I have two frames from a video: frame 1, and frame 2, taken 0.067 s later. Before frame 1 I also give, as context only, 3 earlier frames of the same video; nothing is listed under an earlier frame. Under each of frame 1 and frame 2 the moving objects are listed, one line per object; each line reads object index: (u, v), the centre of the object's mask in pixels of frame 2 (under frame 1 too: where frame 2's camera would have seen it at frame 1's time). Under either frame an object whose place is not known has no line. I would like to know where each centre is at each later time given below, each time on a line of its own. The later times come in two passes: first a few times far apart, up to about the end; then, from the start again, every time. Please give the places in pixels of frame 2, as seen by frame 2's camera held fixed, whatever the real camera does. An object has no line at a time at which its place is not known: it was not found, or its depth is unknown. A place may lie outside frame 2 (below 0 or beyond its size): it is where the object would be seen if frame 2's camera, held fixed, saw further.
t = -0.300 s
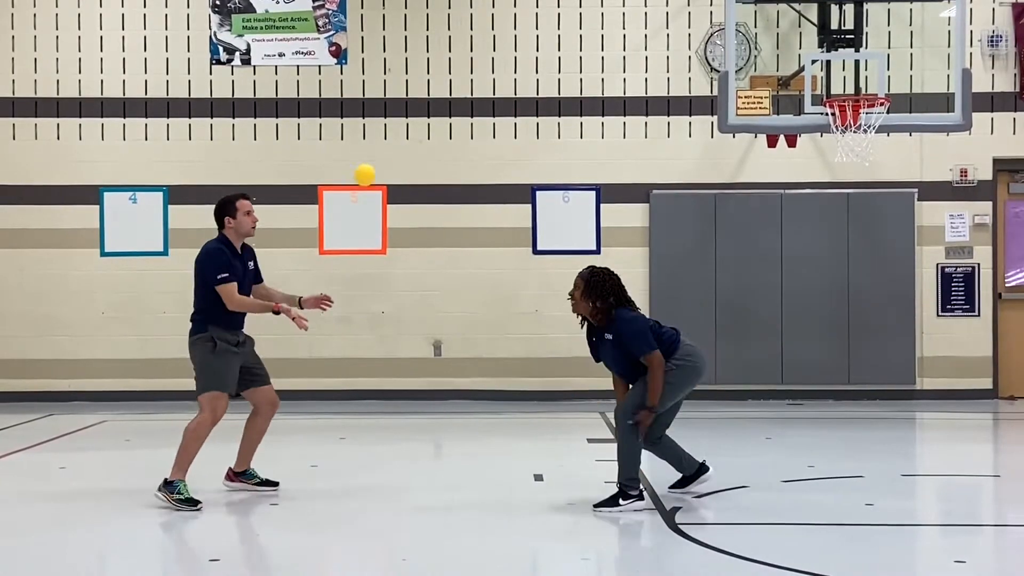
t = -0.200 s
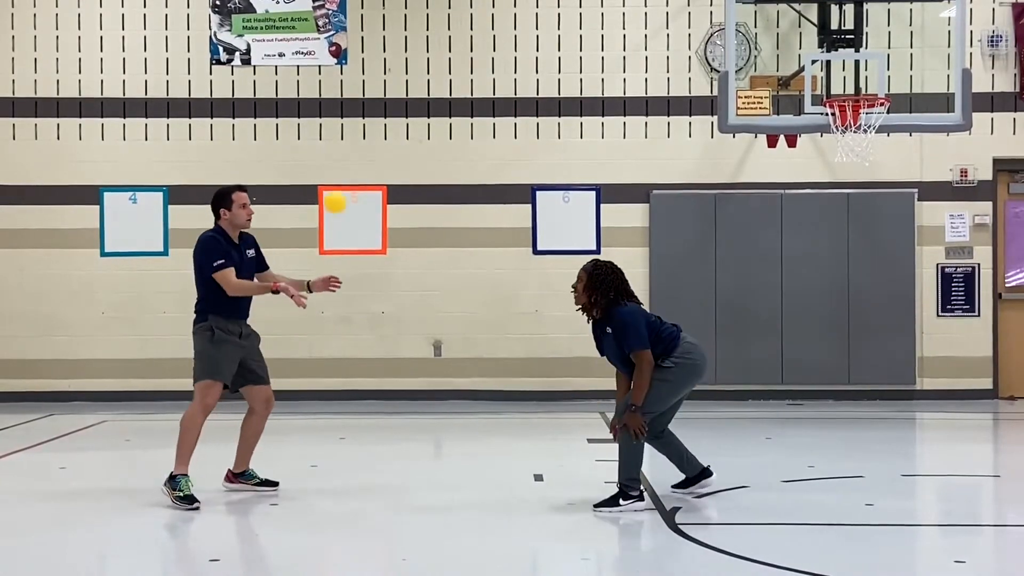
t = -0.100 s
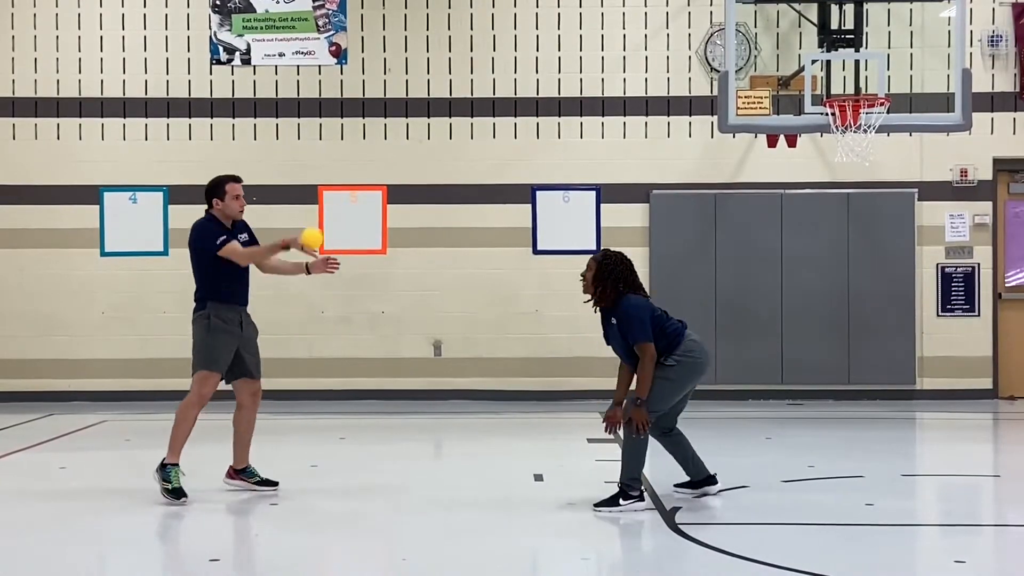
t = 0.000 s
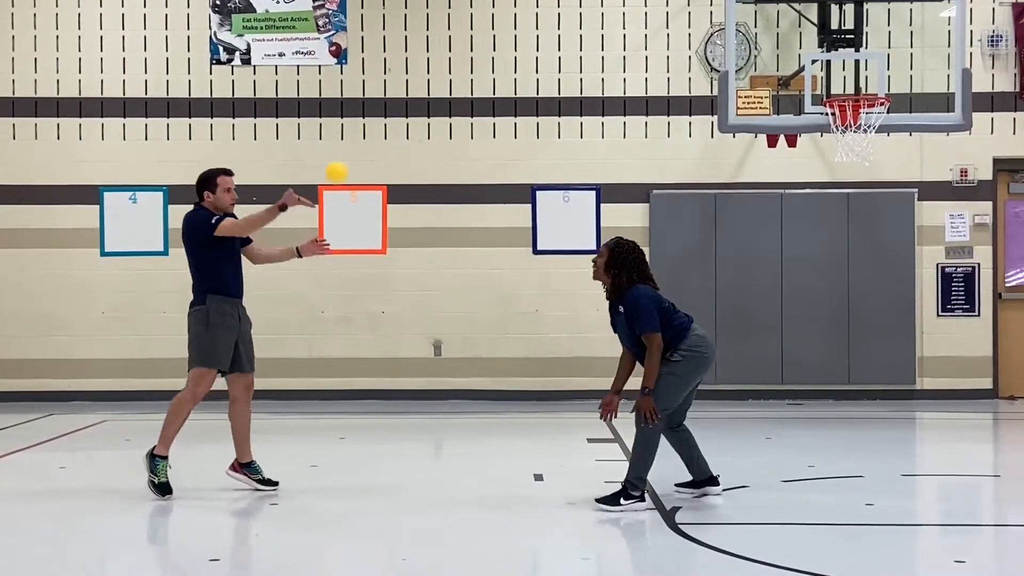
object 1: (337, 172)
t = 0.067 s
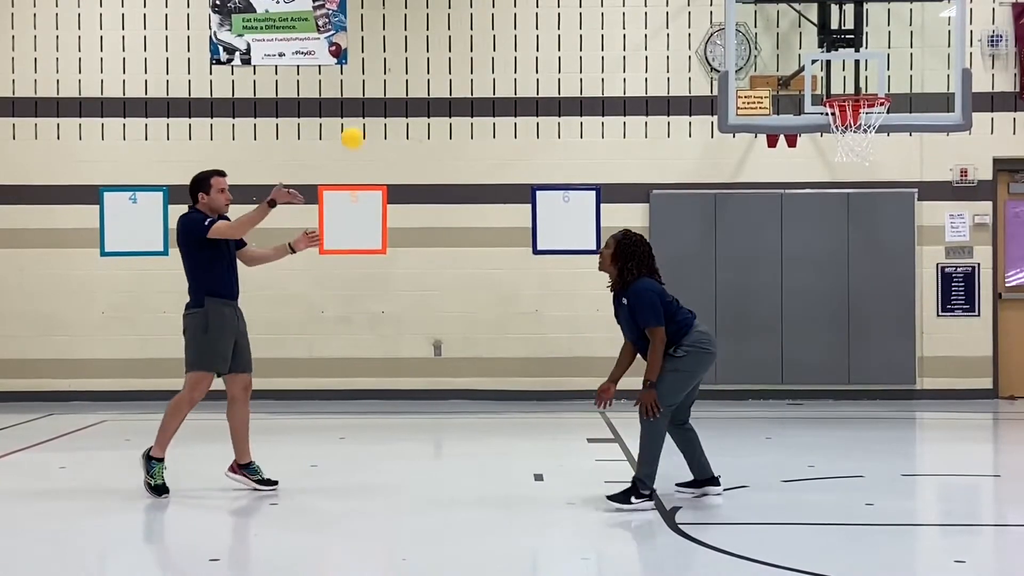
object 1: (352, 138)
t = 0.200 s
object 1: (384, 94)
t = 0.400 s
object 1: (433, 92)
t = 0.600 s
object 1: (479, 164)
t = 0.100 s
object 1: (360, 123)
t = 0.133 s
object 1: (368, 111)
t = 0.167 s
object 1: (376, 102)
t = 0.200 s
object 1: (384, 94)
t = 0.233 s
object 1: (392, 88)
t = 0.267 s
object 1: (401, 84)
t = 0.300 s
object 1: (409, 83)
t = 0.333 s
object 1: (417, 84)
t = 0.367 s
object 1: (425, 87)
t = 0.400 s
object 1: (433, 92)
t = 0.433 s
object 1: (441, 99)
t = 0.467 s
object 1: (449, 108)
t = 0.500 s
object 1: (456, 119)
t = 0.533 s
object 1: (464, 132)
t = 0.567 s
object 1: (472, 147)
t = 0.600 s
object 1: (479, 164)
